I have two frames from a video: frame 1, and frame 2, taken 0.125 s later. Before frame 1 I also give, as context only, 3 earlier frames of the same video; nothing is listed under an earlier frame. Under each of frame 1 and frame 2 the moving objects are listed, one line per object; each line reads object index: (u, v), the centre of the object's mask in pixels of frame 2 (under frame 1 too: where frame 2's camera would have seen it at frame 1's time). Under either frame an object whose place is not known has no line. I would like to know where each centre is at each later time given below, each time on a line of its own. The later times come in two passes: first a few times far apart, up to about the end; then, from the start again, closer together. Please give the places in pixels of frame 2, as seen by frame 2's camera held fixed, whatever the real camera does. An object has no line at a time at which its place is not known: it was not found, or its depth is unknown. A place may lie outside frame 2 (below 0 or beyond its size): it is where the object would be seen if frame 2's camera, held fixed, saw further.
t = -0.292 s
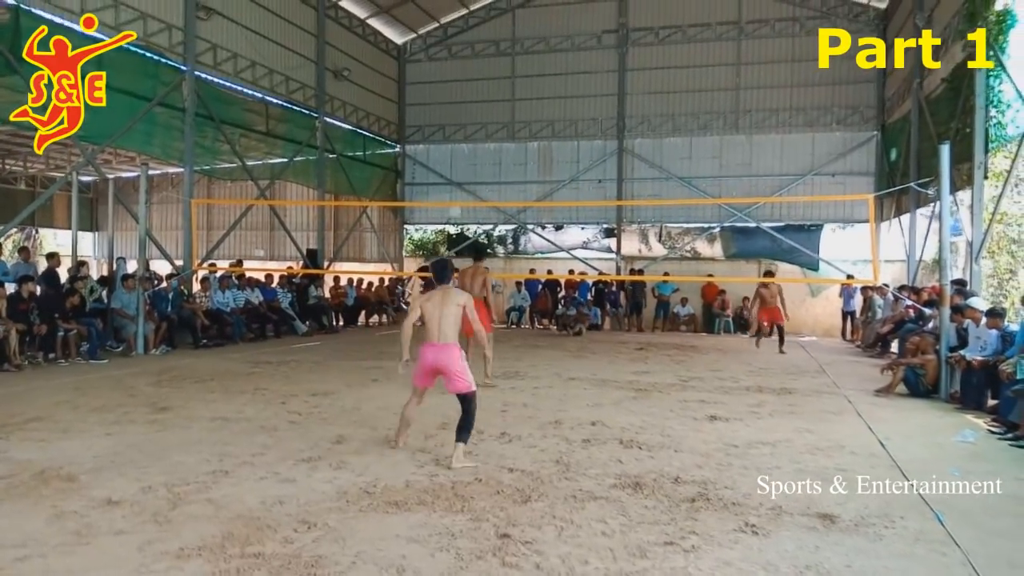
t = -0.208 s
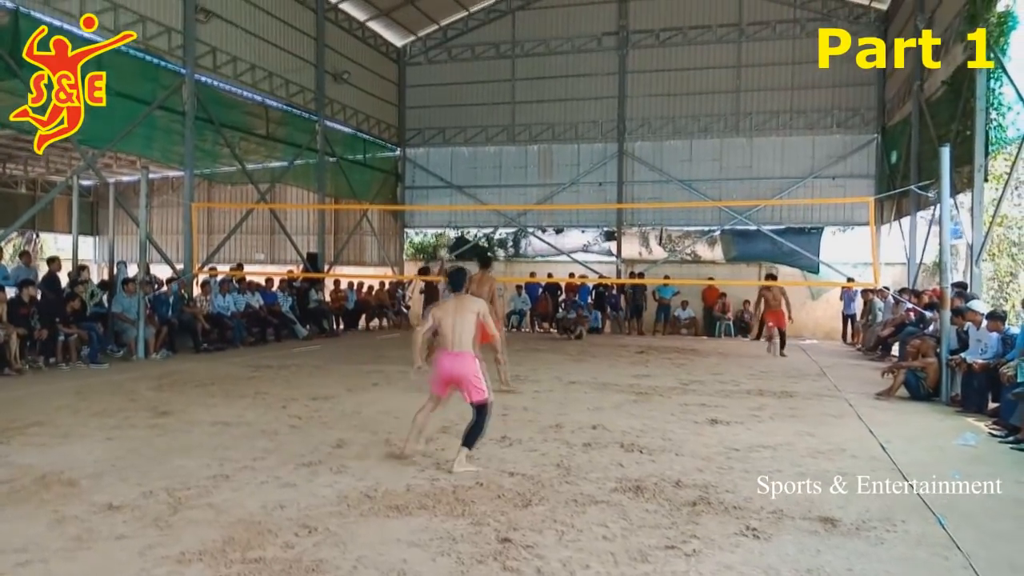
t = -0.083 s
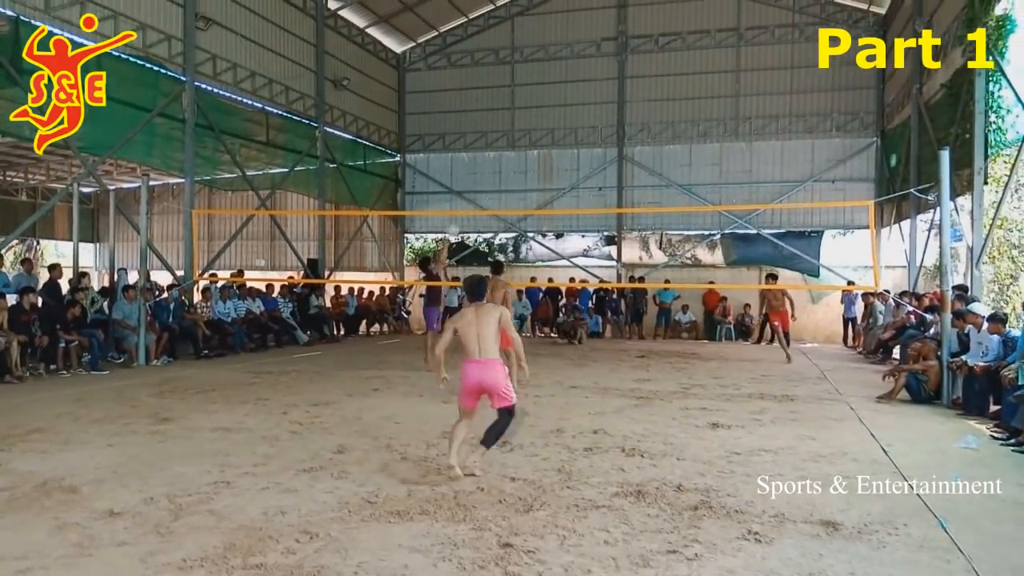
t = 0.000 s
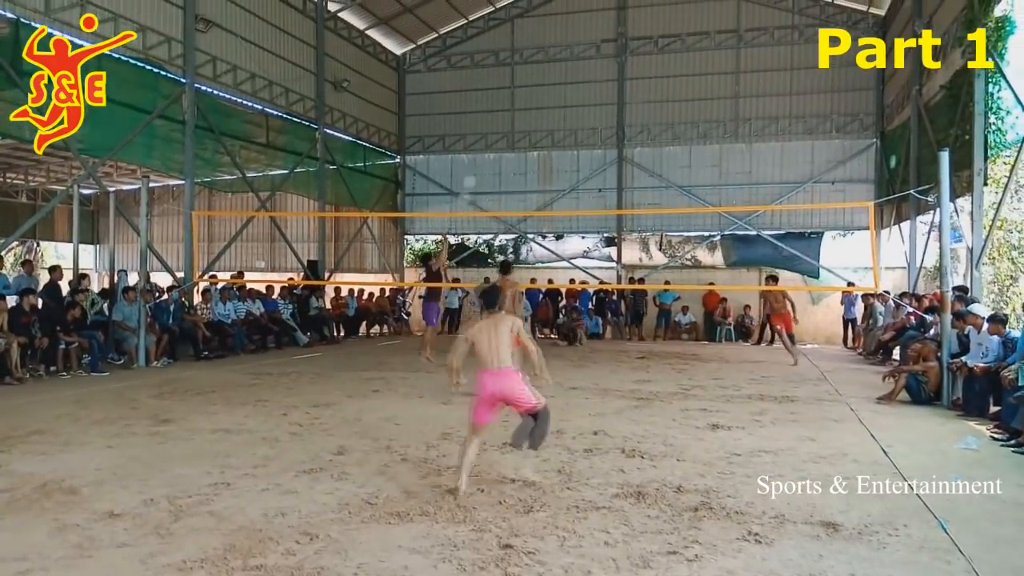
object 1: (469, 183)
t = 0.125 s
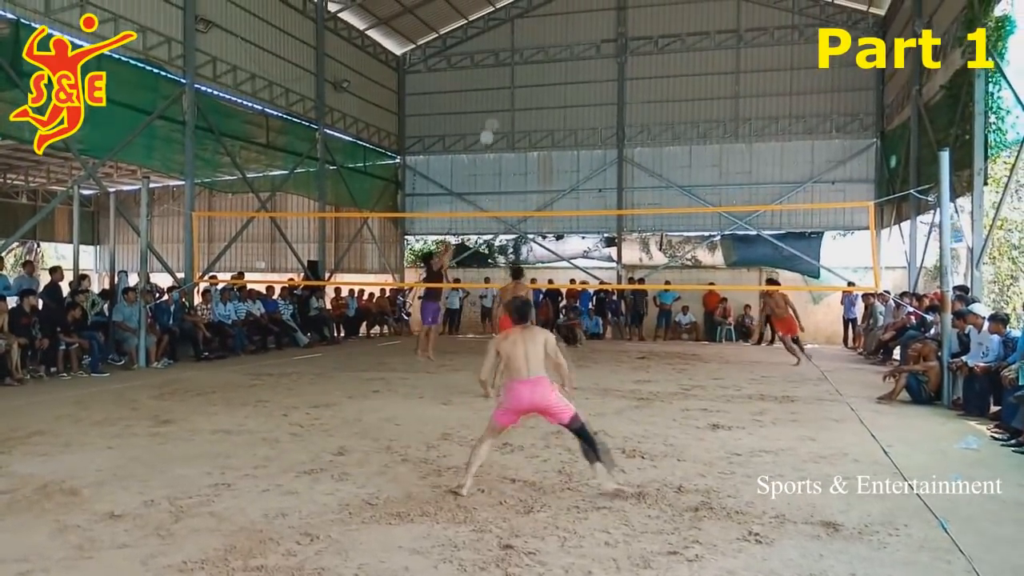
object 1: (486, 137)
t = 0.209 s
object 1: (502, 99)
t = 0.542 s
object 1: (555, 23)
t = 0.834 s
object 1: (602, 12)
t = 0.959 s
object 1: (622, 24)
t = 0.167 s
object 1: (494, 117)
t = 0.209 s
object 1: (502, 99)
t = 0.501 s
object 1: (548, 29)
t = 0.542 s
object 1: (555, 23)
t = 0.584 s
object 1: (562, 18)
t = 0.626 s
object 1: (568, 14)
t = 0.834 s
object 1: (602, 12)
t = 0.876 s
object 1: (609, 15)
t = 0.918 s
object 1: (616, 19)
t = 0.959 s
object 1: (622, 24)
